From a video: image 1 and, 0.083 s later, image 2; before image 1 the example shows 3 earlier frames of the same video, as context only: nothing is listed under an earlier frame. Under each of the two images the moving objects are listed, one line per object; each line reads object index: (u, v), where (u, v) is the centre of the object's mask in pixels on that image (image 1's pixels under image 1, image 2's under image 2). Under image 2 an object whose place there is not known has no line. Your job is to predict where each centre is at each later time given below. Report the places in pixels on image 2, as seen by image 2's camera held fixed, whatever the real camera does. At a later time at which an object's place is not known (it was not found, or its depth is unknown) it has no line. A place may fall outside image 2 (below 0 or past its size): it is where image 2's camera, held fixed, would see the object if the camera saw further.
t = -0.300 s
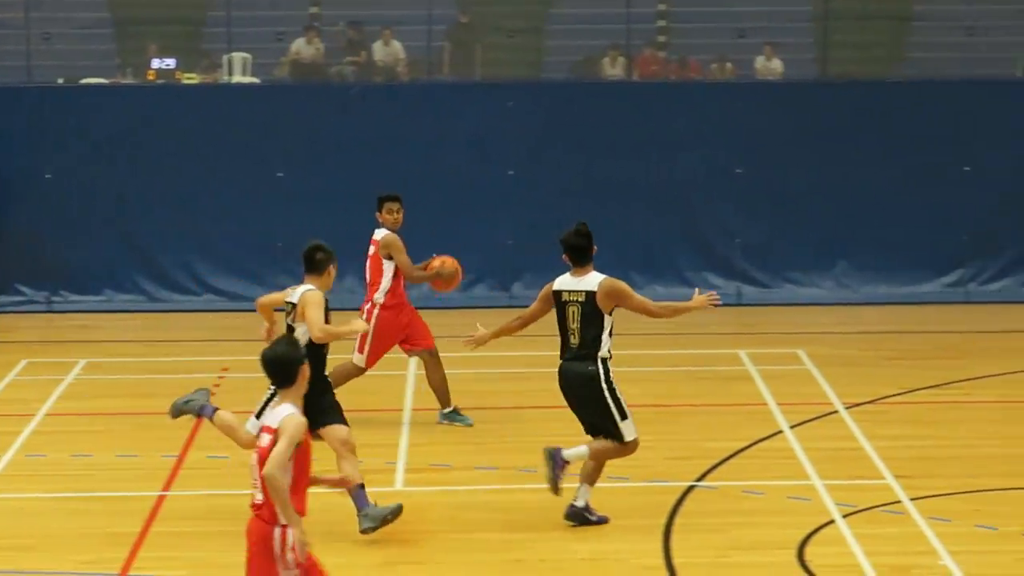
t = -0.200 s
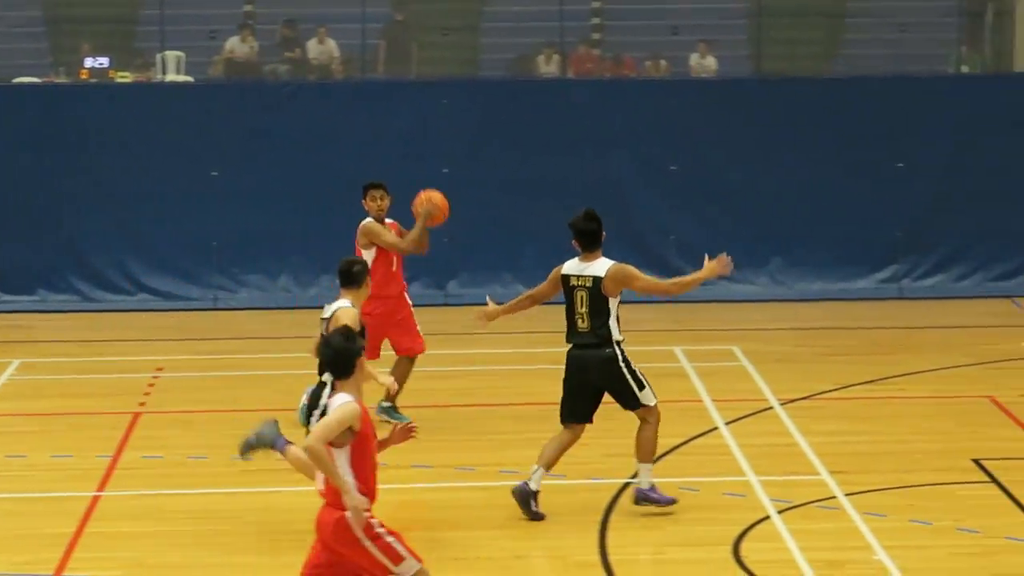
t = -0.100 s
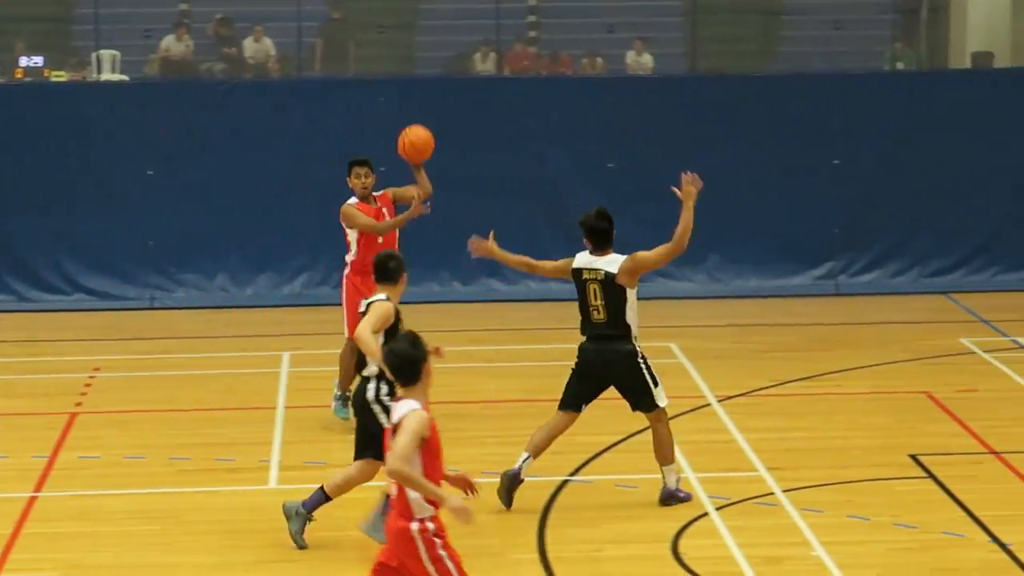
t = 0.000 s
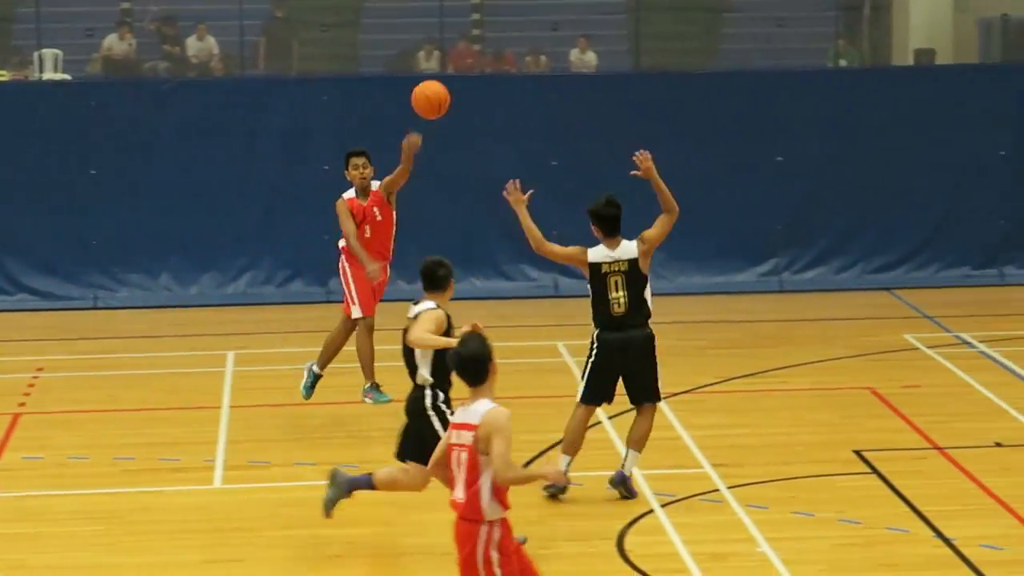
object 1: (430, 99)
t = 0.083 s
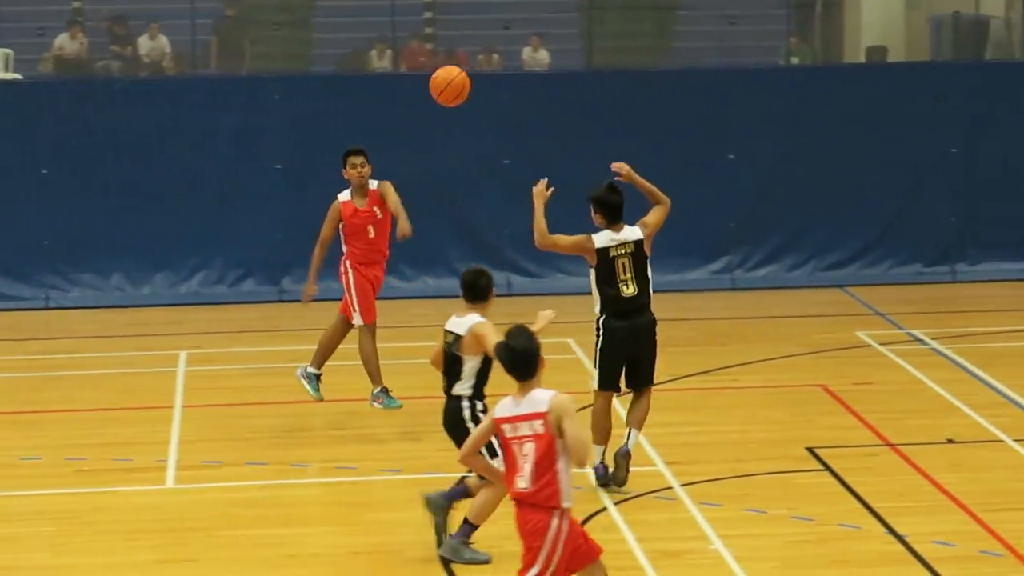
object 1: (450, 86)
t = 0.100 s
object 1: (465, 85)
